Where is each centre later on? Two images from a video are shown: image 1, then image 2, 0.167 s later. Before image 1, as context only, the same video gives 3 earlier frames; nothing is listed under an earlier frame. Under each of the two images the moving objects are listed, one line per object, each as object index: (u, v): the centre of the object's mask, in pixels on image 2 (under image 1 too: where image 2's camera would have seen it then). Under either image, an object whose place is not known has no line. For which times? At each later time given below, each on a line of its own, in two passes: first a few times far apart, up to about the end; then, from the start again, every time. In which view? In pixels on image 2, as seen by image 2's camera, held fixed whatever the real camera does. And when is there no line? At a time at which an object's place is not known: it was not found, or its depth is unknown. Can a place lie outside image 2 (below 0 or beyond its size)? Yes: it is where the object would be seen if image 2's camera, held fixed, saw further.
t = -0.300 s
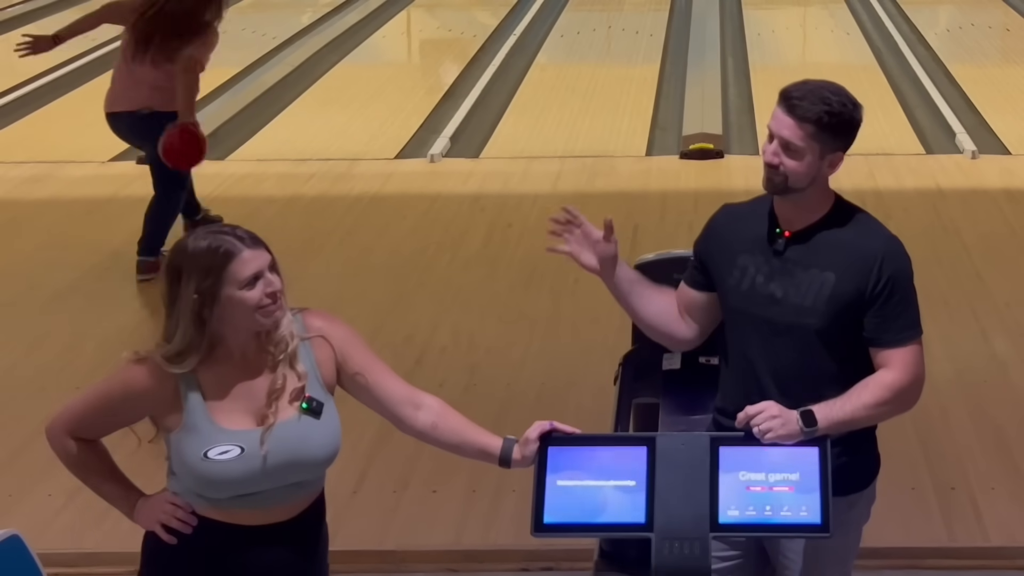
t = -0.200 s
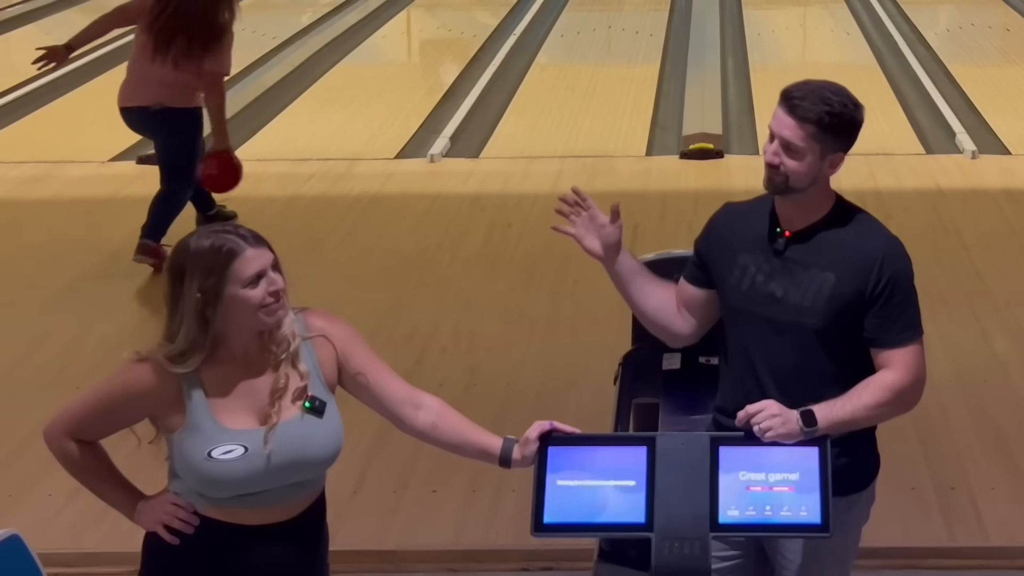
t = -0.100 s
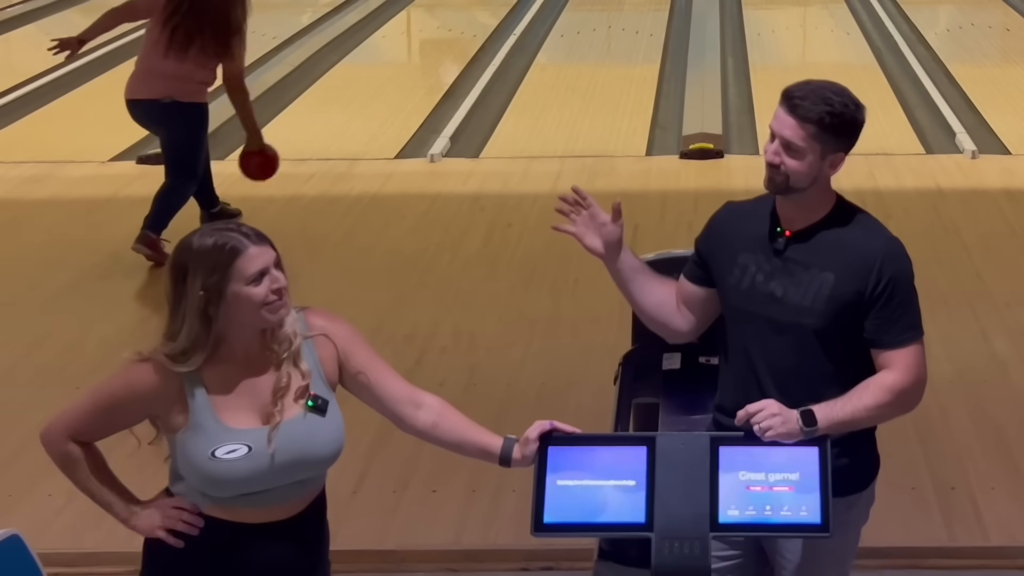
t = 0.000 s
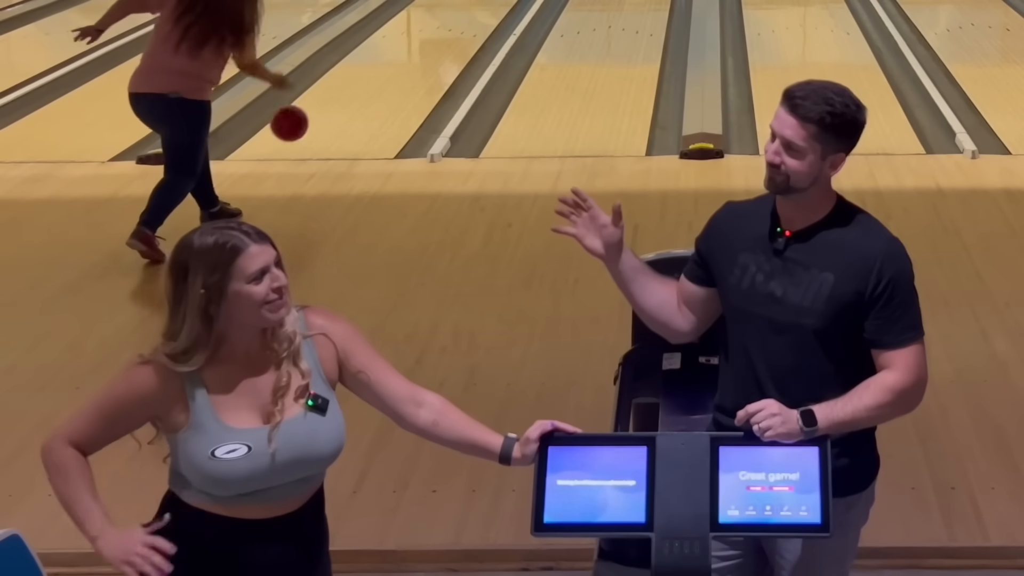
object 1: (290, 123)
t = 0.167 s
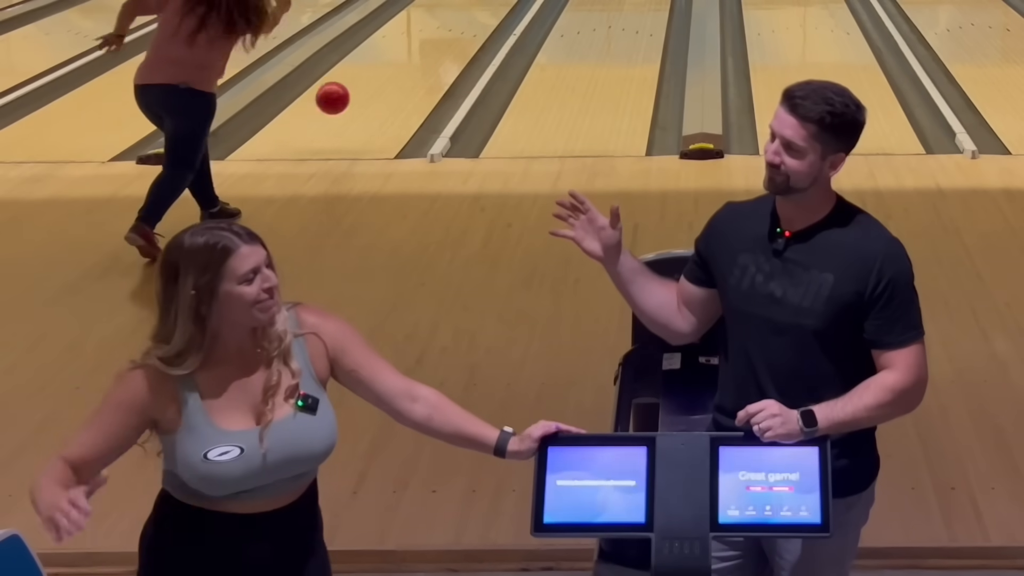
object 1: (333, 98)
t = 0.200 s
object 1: (340, 98)
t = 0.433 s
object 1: (386, 79)
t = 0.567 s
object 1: (406, 56)
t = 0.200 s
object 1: (340, 98)
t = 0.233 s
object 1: (348, 101)
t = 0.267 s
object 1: (355, 104)
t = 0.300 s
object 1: (362, 104)
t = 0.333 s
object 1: (368, 96)
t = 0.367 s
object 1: (374, 90)
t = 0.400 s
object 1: (380, 85)
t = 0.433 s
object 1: (386, 79)
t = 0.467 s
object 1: (391, 73)
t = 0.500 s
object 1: (396, 67)
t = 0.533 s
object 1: (401, 61)
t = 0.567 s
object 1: (406, 56)
